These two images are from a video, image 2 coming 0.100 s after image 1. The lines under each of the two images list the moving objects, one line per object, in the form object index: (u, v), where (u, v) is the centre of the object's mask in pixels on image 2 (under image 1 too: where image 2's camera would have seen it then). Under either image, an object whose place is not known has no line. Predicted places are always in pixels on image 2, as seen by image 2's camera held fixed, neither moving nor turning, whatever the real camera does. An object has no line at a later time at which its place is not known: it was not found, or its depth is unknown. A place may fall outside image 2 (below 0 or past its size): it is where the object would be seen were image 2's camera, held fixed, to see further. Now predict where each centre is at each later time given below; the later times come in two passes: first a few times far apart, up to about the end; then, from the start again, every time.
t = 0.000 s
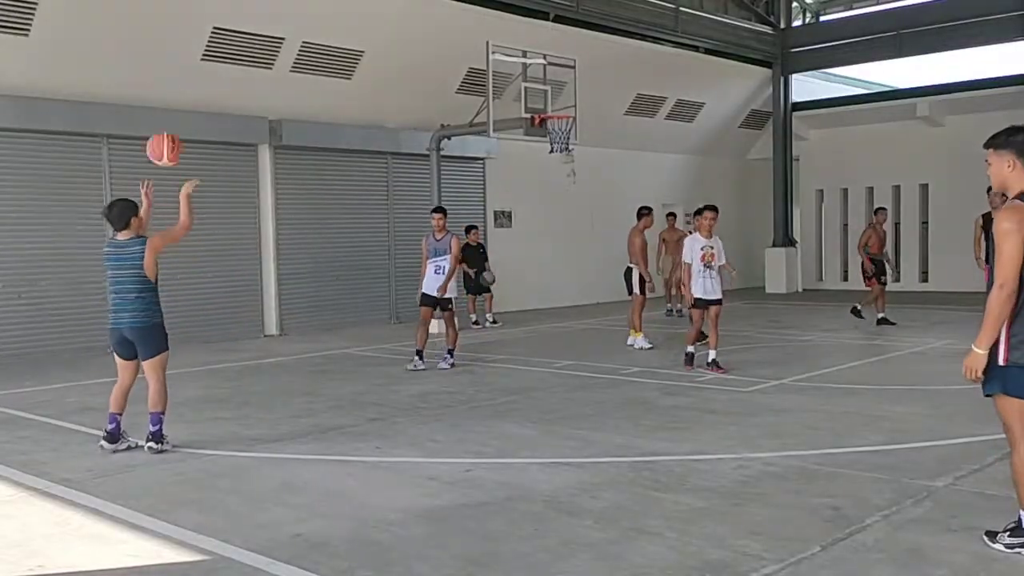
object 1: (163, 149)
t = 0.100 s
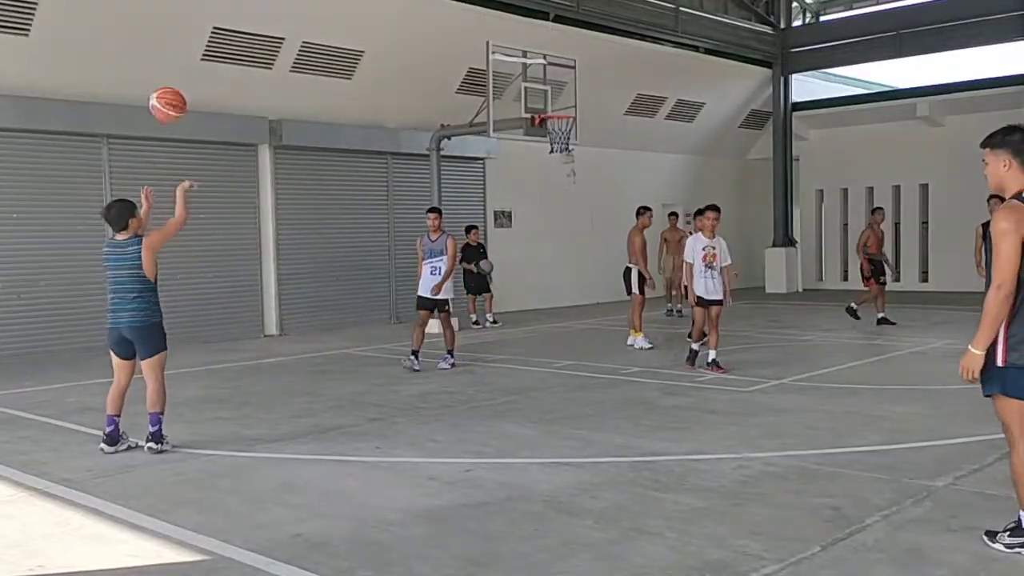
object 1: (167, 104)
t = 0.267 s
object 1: (175, 61)
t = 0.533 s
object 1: (189, 70)
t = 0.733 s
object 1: (203, 143)
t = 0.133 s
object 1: (168, 92)
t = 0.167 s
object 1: (170, 82)
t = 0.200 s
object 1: (172, 73)
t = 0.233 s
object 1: (173, 67)
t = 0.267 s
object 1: (175, 61)
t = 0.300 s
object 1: (177, 57)
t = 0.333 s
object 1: (178, 54)
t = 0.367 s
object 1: (180, 52)
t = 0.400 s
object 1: (182, 52)
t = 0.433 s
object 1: (183, 54)
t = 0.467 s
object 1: (185, 58)
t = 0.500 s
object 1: (187, 63)
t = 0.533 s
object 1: (189, 70)
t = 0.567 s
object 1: (191, 79)
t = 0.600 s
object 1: (193, 89)
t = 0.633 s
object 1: (196, 101)
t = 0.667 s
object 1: (197, 114)
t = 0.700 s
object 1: (200, 128)
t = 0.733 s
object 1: (203, 143)
